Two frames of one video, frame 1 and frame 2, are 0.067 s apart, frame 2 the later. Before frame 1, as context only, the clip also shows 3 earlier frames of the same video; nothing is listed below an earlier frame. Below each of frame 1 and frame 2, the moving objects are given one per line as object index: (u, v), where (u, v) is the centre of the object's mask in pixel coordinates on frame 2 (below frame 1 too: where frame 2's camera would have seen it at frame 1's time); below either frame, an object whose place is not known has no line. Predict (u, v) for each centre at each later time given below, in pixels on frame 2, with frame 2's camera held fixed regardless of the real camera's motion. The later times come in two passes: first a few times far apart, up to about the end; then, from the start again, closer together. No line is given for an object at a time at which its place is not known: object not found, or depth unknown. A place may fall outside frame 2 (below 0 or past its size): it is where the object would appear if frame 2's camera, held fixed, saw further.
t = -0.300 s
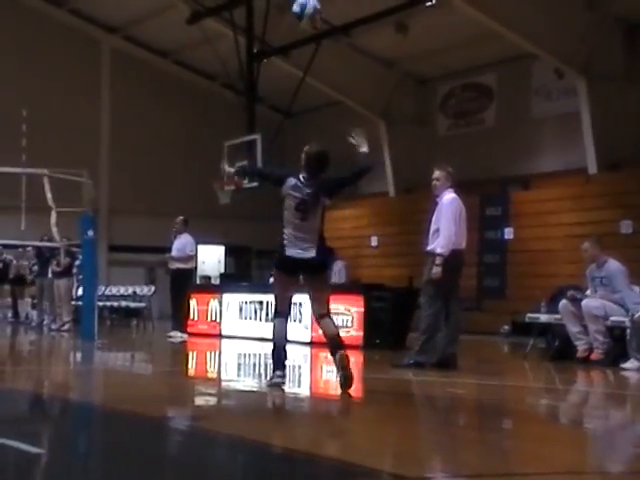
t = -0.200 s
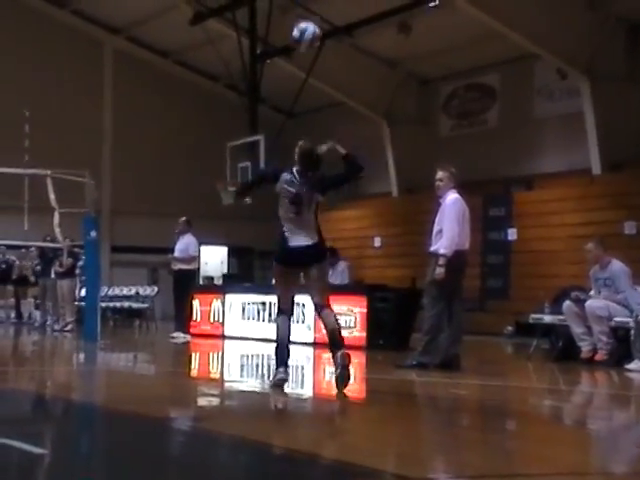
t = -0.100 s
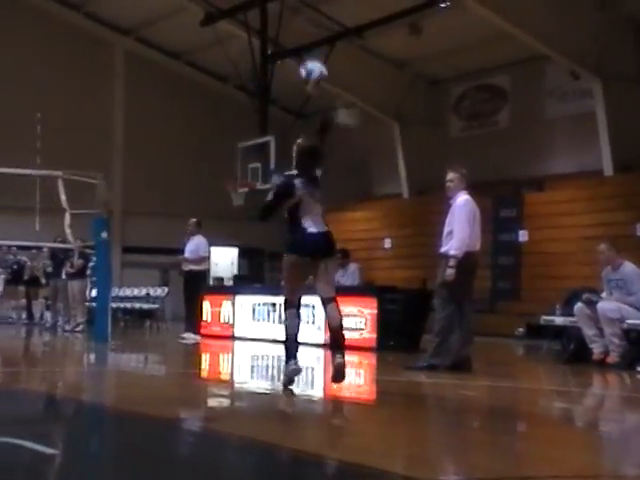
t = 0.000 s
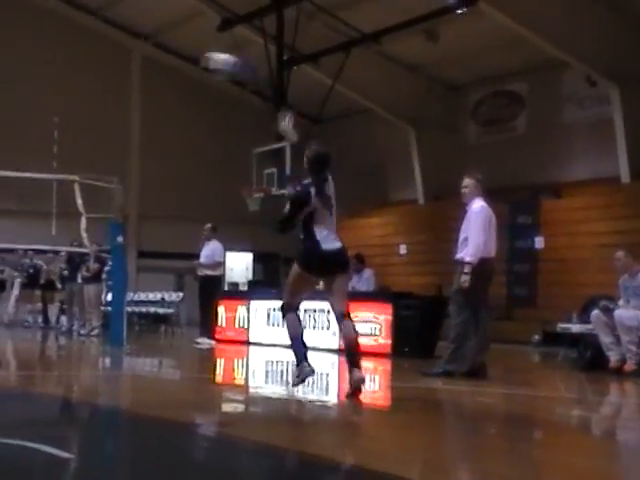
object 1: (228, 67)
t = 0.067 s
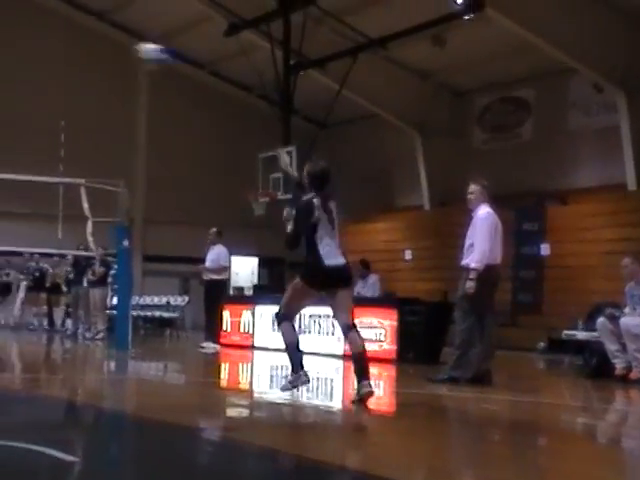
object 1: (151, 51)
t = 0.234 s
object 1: (6, 44)
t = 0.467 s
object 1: (-133, 79)
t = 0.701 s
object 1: (-235, 141)
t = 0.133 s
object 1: (86, 44)
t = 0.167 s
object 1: (57, 42)
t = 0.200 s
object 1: (30, 43)
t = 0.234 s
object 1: (6, 44)
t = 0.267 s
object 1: (-17, 46)
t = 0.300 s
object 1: (-39, 50)
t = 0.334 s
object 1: (-60, 54)
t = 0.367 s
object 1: (-79, 58)
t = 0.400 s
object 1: (-99, 65)
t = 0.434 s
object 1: (-116, 72)
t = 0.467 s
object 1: (-133, 79)
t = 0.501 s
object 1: (-149, 87)
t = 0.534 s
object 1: (-165, 95)
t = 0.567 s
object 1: (-180, 103)
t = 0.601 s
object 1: (-195, 112)
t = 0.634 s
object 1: (-208, 121)
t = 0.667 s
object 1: (-222, 130)
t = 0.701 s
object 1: (-235, 141)
